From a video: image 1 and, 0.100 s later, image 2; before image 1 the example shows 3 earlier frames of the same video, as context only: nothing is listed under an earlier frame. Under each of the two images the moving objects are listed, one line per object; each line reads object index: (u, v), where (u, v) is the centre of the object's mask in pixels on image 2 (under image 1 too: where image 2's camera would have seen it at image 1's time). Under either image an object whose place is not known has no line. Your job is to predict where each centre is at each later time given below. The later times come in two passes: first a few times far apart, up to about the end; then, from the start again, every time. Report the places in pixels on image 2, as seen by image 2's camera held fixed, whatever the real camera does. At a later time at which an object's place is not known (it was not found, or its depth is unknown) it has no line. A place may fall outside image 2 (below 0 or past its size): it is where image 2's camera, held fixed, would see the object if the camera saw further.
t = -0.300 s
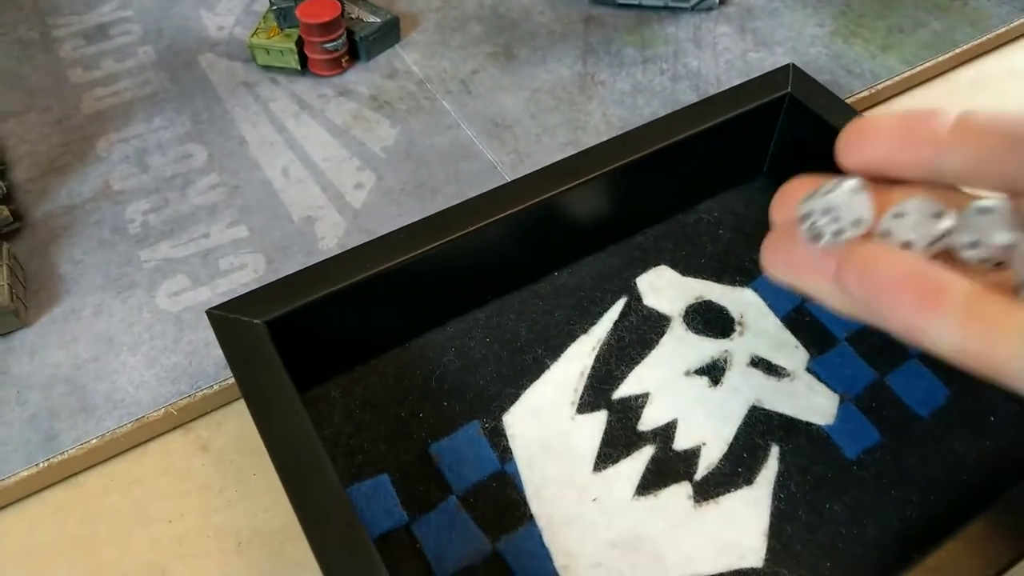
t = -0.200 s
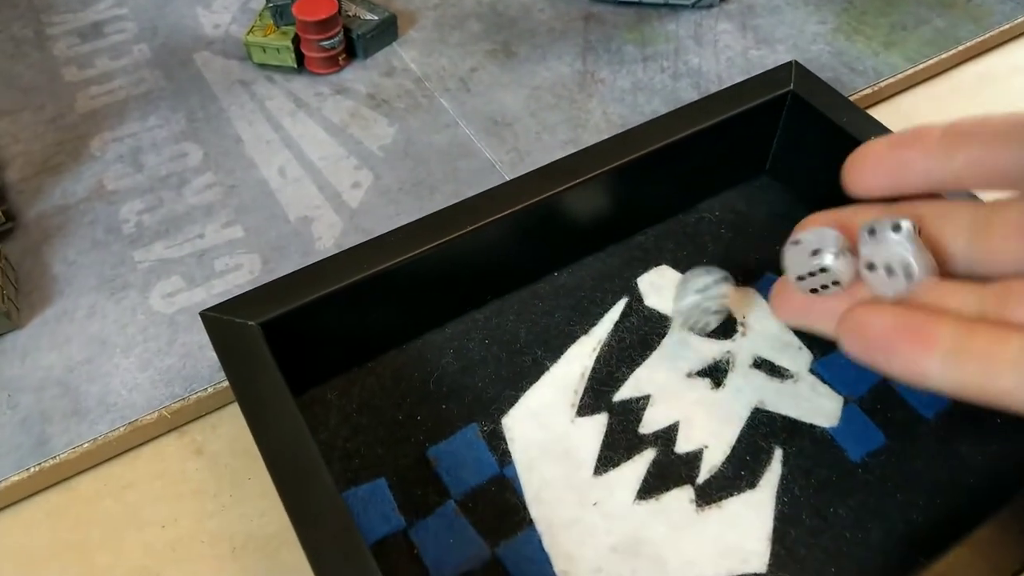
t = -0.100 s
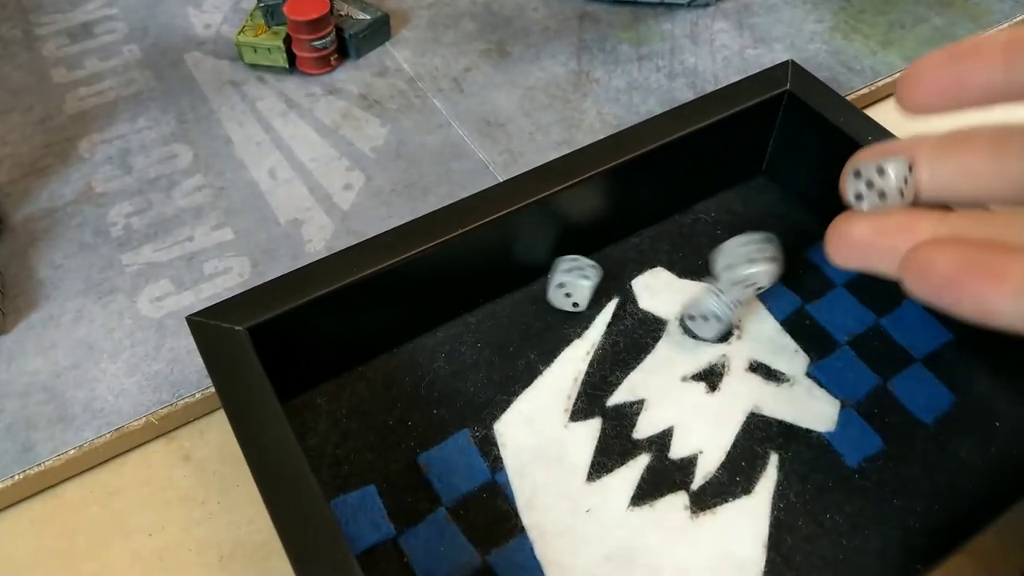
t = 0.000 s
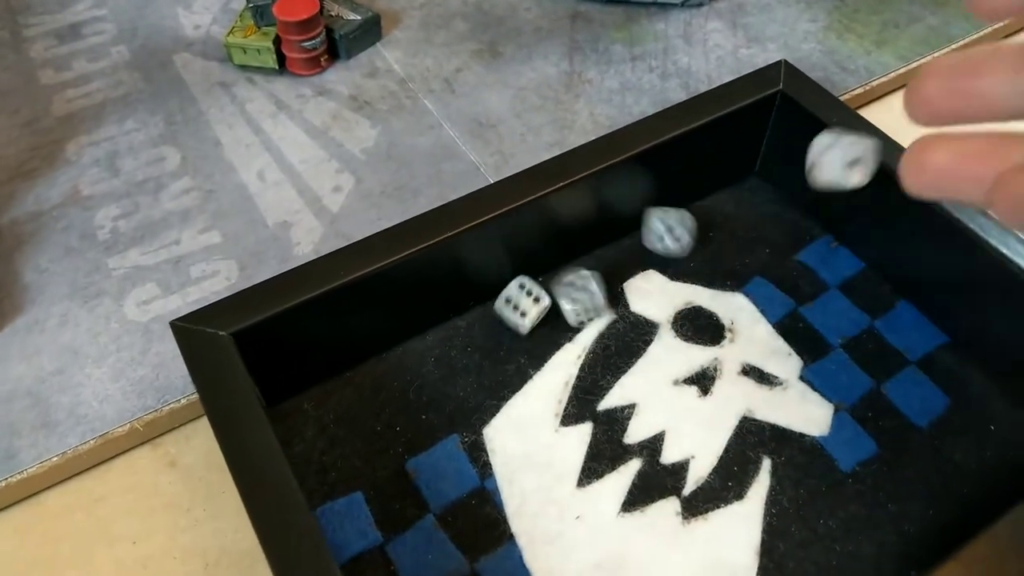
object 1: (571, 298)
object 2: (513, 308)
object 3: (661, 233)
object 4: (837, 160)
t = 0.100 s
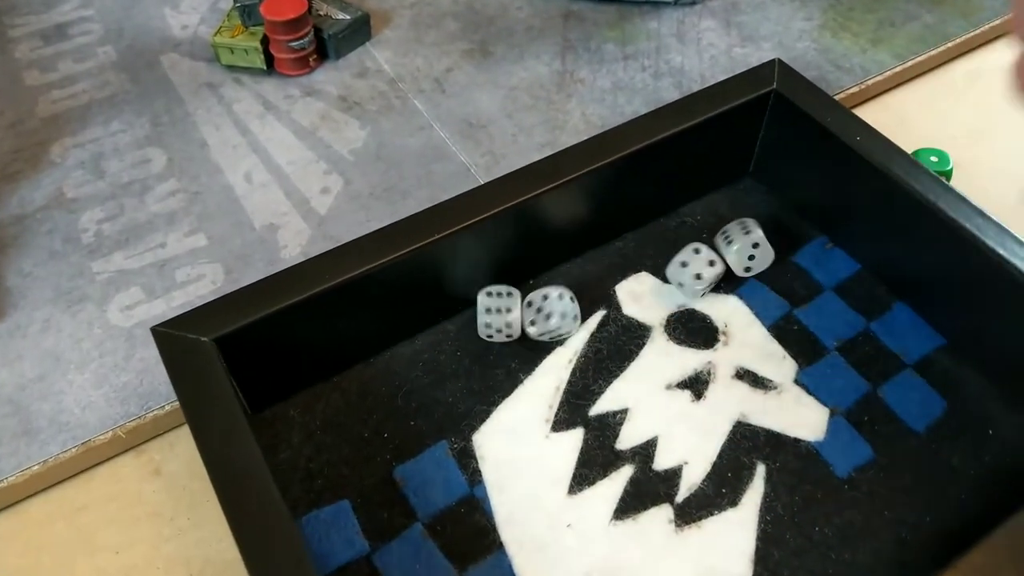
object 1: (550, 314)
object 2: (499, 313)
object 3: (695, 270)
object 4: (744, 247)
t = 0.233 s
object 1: (537, 344)
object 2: (497, 314)
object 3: (657, 300)
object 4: (727, 266)
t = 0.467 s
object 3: (639, 312)
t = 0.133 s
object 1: (548, 323)
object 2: (497, 313)
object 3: (683, 279)
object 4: (735, 256)
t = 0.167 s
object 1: (546, 332)
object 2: (498, 315)
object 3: (675, 287)
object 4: (731, 262)
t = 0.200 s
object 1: (539, 341)
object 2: (496, 315)
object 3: (668, 295)
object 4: (728, 266)
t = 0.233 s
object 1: (537, 344)
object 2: (497, 314)
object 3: (657, 300)
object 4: (727, 266)
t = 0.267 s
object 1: (539, 344)
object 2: (497, 315)
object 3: (644, 304)
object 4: (728, 262)
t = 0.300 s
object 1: (538, 344)
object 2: (497, 314)
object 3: (632, 309)
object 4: (734, 261)
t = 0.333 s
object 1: (538, 344)
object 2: (497, 315)
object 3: (631, 310)
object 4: (743, 266)
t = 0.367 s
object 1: (538, 344)
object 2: (497, 315)
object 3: (637, 311)
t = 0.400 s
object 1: (538, 344)
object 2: (497, 315)
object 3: (643, 311)
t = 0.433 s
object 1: (538, 344)
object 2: (497, 314)
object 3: (639, 312)
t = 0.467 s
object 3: (639, 312)
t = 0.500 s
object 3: (639, 313)
